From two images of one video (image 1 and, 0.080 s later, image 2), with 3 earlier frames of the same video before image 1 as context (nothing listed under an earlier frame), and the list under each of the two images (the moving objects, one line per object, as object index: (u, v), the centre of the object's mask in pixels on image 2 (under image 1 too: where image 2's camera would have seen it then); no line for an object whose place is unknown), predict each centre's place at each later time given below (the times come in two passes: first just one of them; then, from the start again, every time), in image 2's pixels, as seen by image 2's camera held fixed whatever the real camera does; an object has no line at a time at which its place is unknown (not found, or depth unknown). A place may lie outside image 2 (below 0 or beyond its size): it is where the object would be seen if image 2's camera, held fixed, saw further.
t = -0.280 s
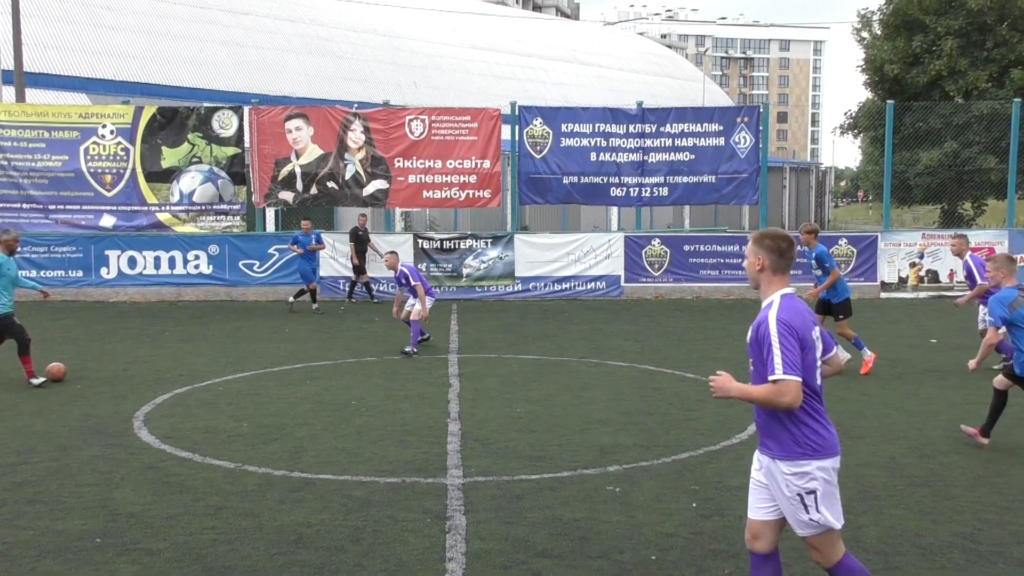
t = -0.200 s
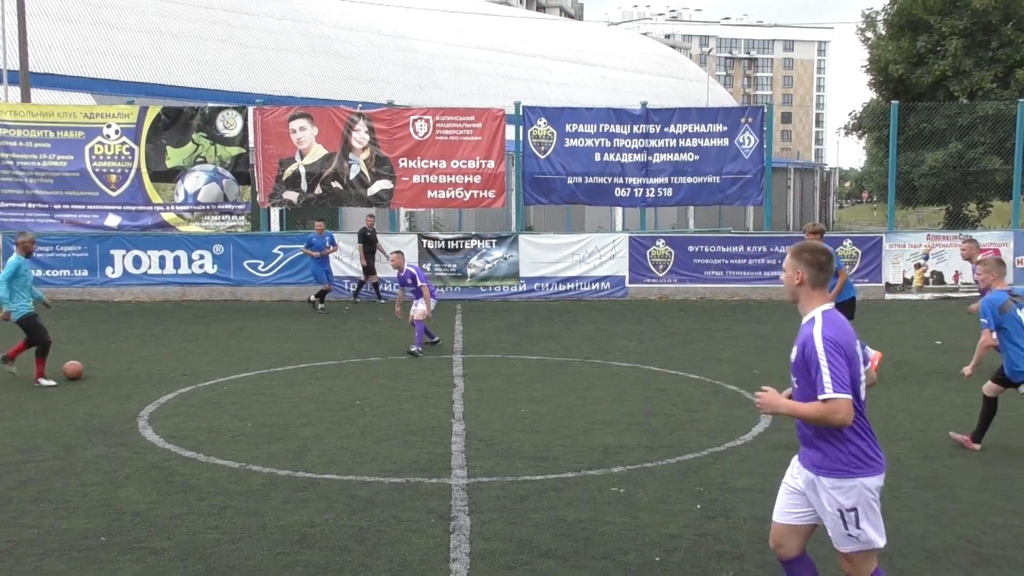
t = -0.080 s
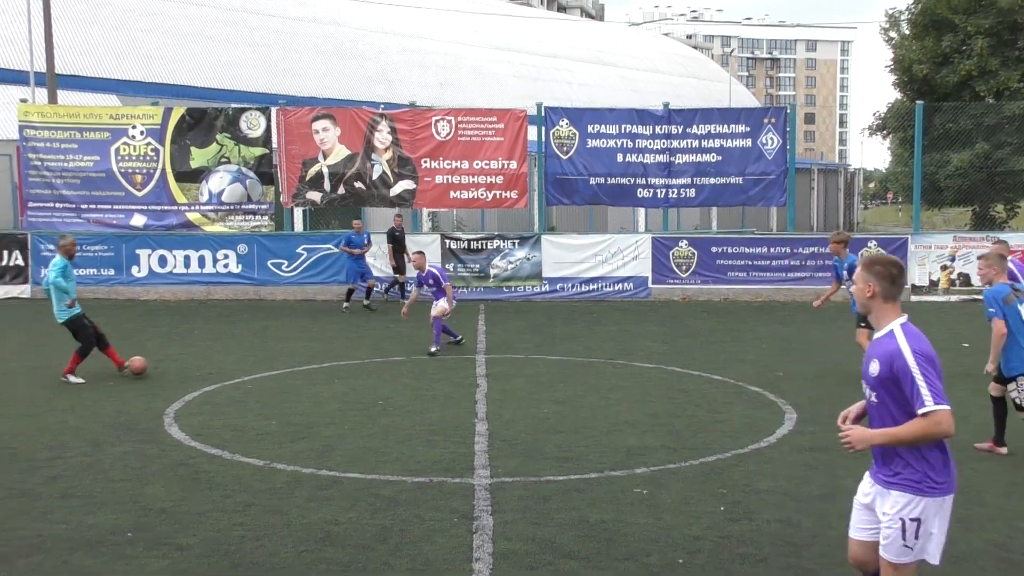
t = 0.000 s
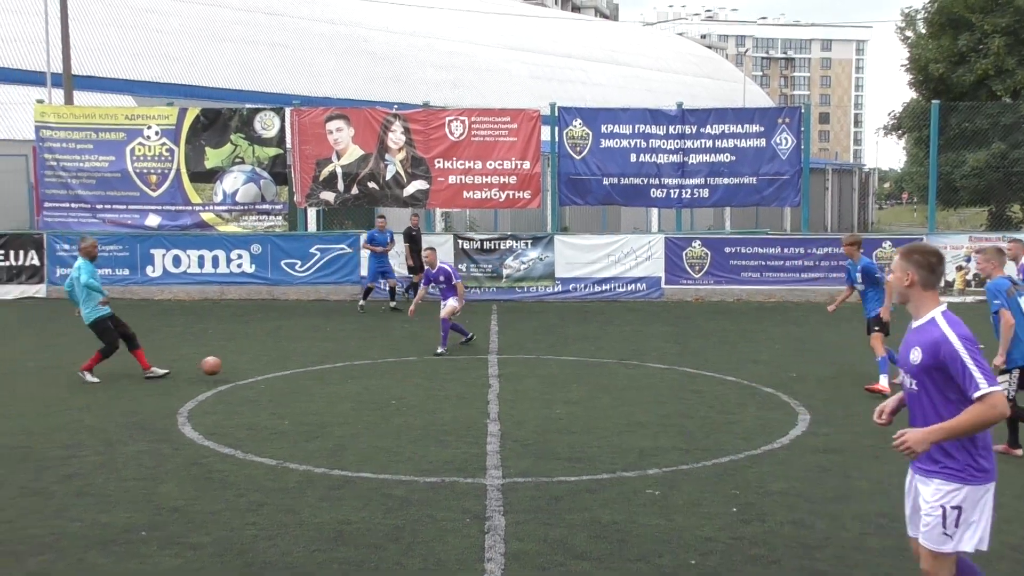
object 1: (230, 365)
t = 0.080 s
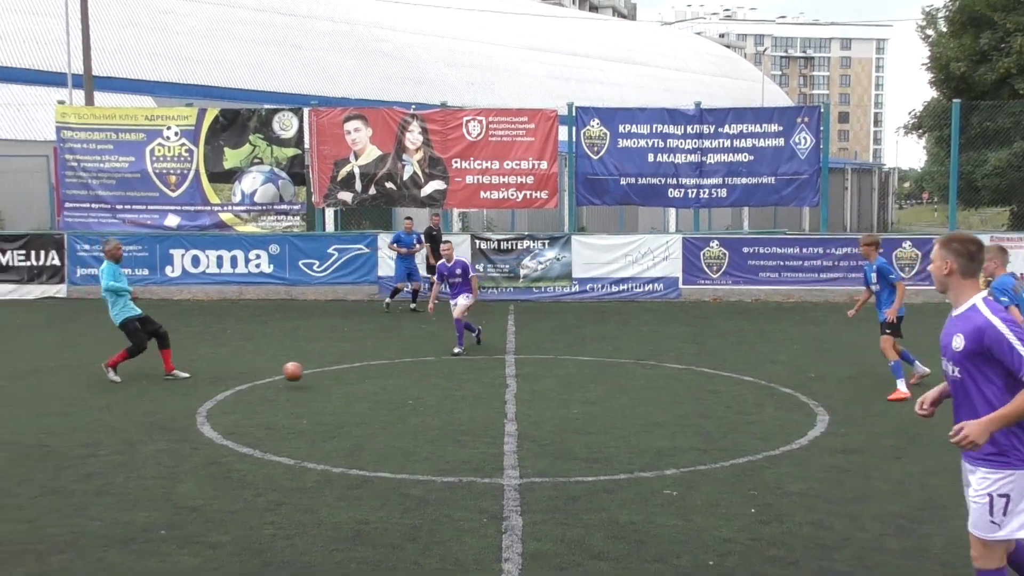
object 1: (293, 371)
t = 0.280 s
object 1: (447, 389)
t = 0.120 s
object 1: (325, 377)
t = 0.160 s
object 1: (358, 384)
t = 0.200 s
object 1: (388, 384)
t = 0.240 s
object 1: (417, 385)
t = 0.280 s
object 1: (447, 389)
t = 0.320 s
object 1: (476, 393)
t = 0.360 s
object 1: (504, 394)
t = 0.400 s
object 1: (532, 396)
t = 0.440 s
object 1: (560, 399)
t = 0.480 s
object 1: (586, 400)
